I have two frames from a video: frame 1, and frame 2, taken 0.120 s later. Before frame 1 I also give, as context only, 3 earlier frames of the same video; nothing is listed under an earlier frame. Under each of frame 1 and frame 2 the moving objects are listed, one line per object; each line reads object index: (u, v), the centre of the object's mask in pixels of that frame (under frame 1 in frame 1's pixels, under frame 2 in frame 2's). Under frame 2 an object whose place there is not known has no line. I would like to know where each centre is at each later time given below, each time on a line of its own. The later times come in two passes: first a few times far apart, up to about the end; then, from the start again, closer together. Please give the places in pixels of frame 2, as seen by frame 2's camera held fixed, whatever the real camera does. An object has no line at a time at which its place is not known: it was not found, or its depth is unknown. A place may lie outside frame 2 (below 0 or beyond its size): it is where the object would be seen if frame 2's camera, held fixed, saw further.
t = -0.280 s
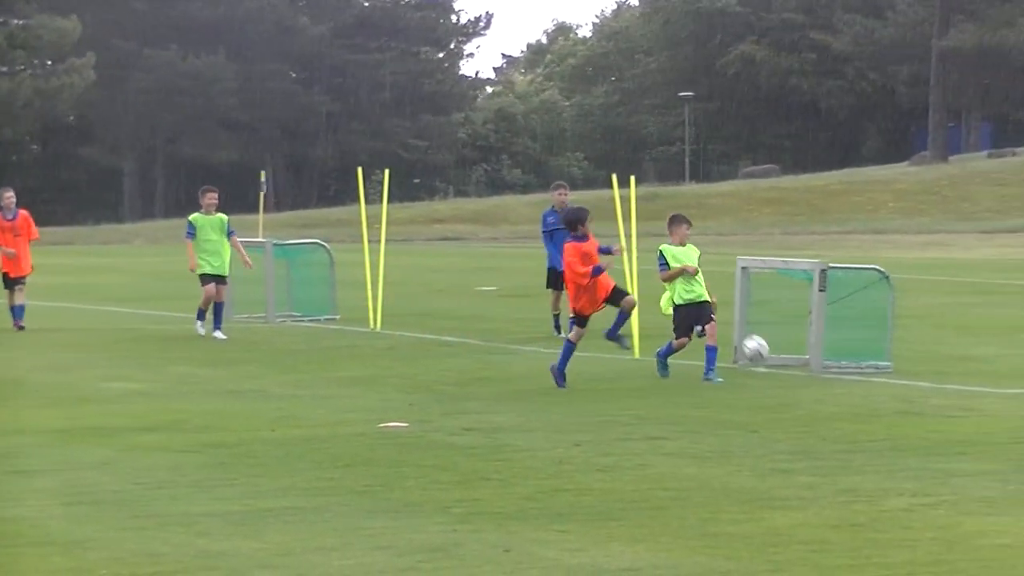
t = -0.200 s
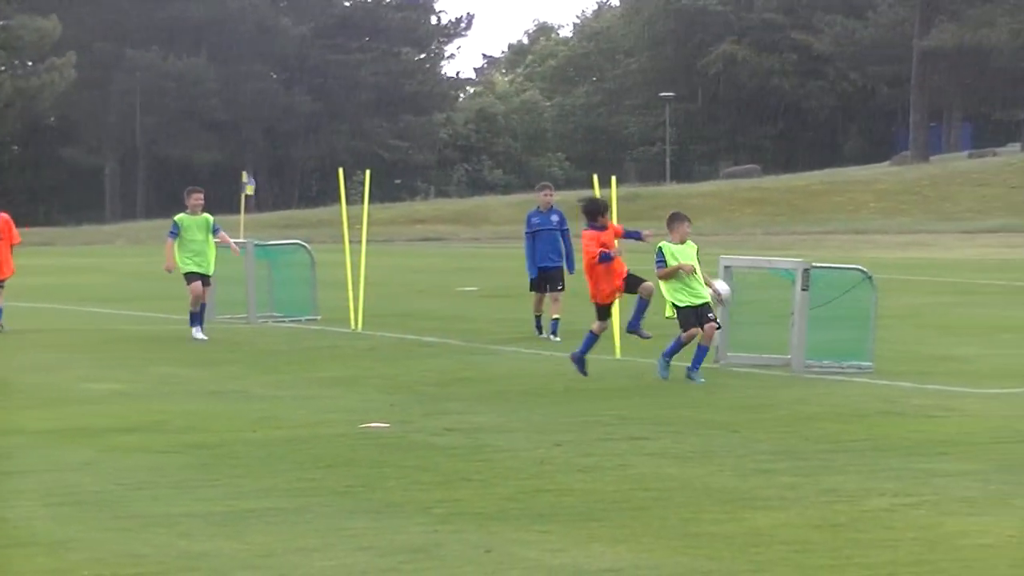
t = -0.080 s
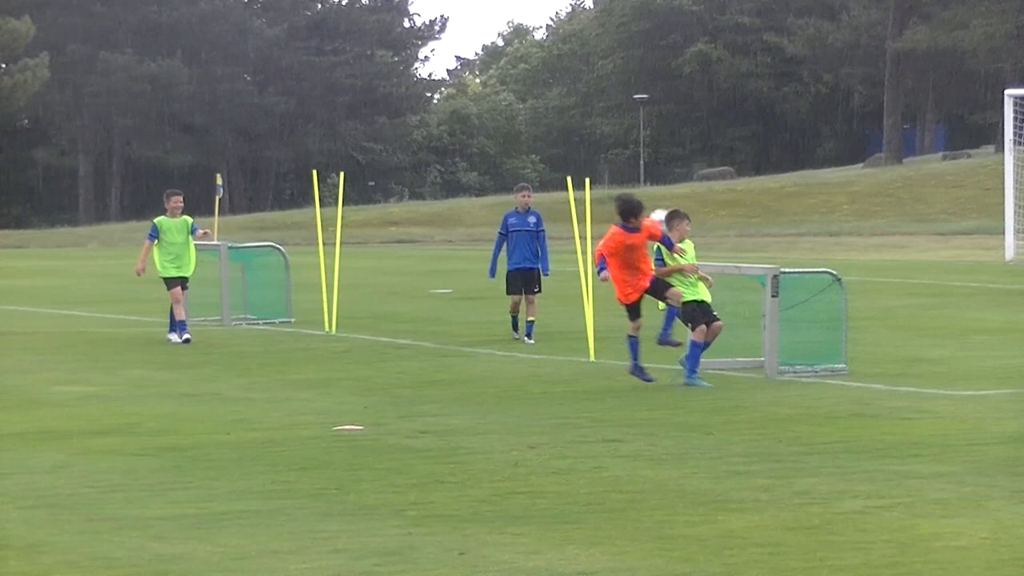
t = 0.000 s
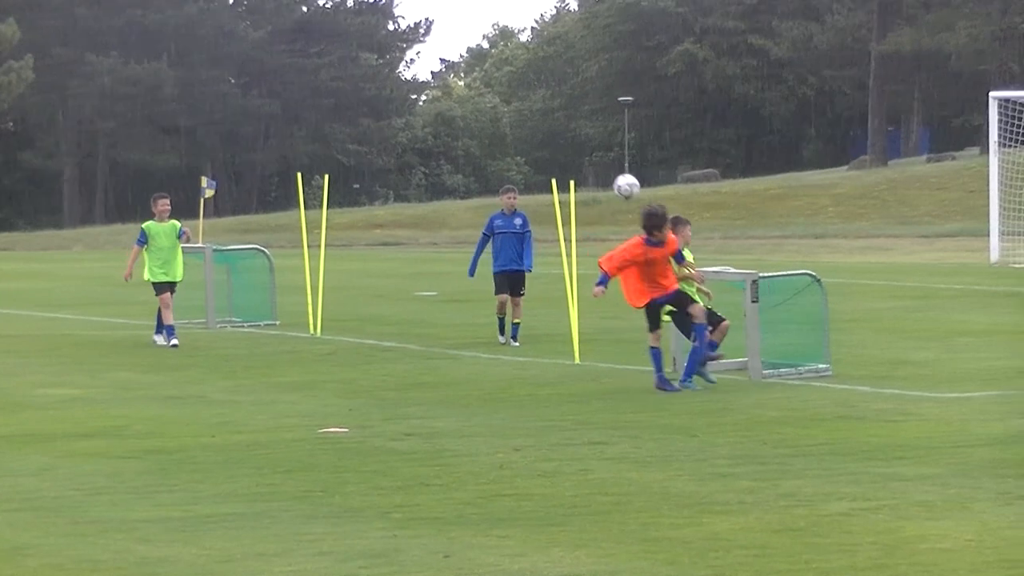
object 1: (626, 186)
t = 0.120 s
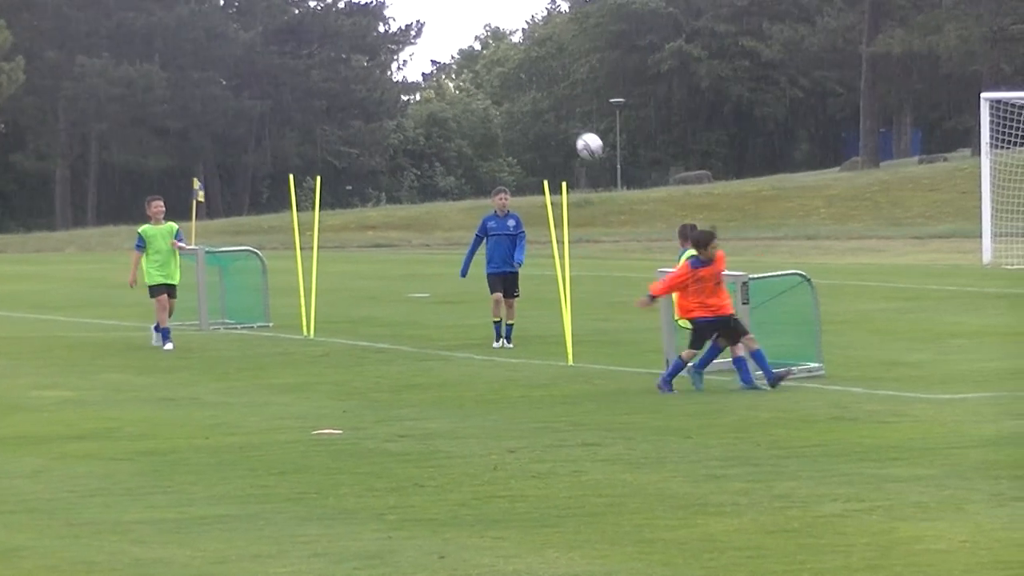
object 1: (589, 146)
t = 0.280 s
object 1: (549, 115)
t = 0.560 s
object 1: (481, 136)
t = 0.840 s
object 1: (415, 255)
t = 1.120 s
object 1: (350, 347)
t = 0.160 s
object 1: (580, 136)
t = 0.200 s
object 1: (570, 127)
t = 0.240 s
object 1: (559, 120)
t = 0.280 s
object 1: (549, 115)
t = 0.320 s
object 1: (539, 113)
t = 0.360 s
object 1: (529, 112)
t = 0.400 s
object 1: (519, 113)
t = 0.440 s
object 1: (510, 117)
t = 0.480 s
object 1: (500, 120)
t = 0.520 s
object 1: (491, 127)
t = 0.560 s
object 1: (481, 136)
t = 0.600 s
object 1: (471, 148)
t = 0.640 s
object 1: (461, 161)
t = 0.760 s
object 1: (434, 211)
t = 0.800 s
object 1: (424, 232)
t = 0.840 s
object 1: (415, 255)
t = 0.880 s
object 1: (405, 280)
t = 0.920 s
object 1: (396, 307)
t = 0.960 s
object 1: (386, 337)
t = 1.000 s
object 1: (377, 368)
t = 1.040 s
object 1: (369, 377)
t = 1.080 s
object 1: (359, 362)
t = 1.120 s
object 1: (350, 347)
